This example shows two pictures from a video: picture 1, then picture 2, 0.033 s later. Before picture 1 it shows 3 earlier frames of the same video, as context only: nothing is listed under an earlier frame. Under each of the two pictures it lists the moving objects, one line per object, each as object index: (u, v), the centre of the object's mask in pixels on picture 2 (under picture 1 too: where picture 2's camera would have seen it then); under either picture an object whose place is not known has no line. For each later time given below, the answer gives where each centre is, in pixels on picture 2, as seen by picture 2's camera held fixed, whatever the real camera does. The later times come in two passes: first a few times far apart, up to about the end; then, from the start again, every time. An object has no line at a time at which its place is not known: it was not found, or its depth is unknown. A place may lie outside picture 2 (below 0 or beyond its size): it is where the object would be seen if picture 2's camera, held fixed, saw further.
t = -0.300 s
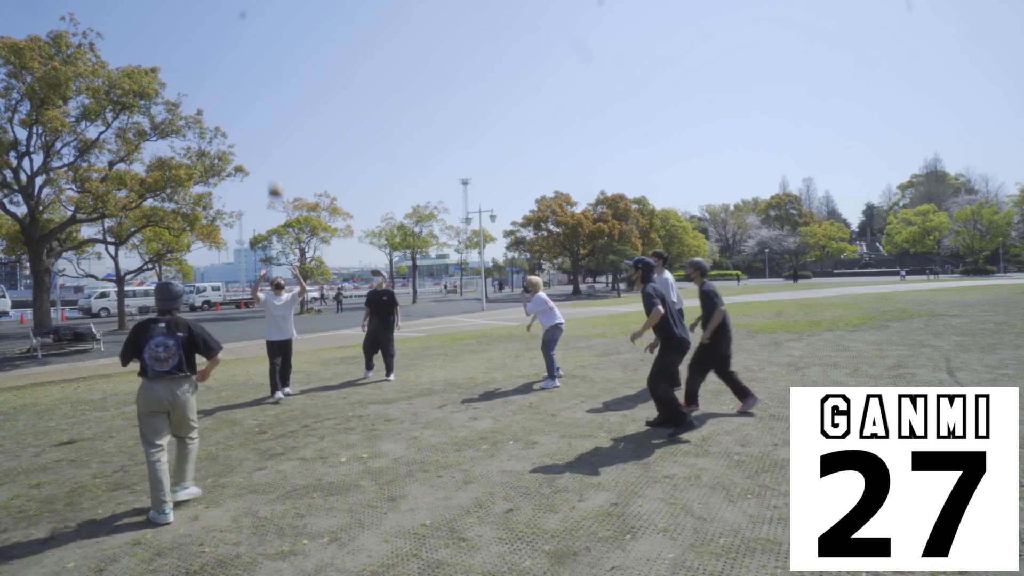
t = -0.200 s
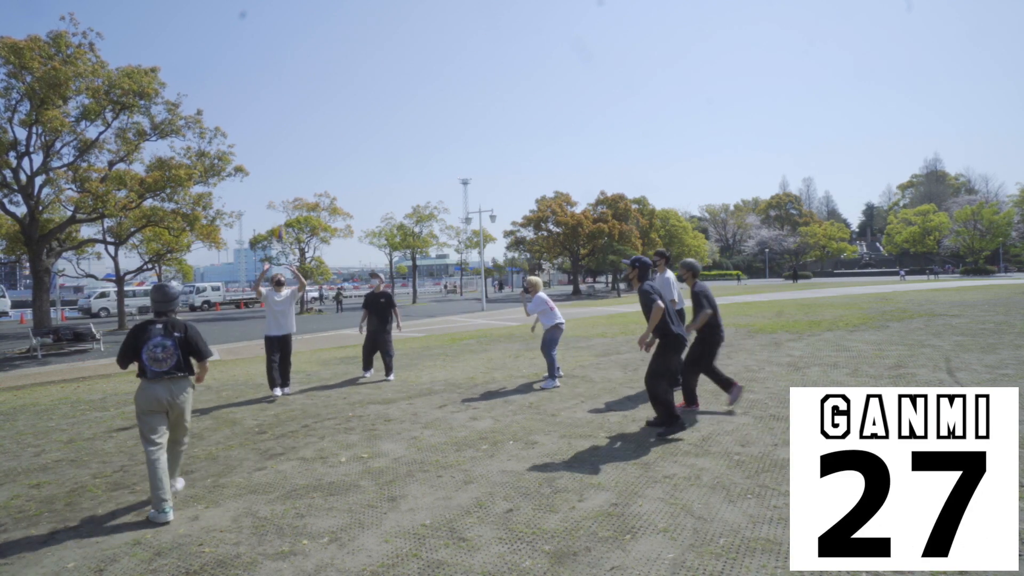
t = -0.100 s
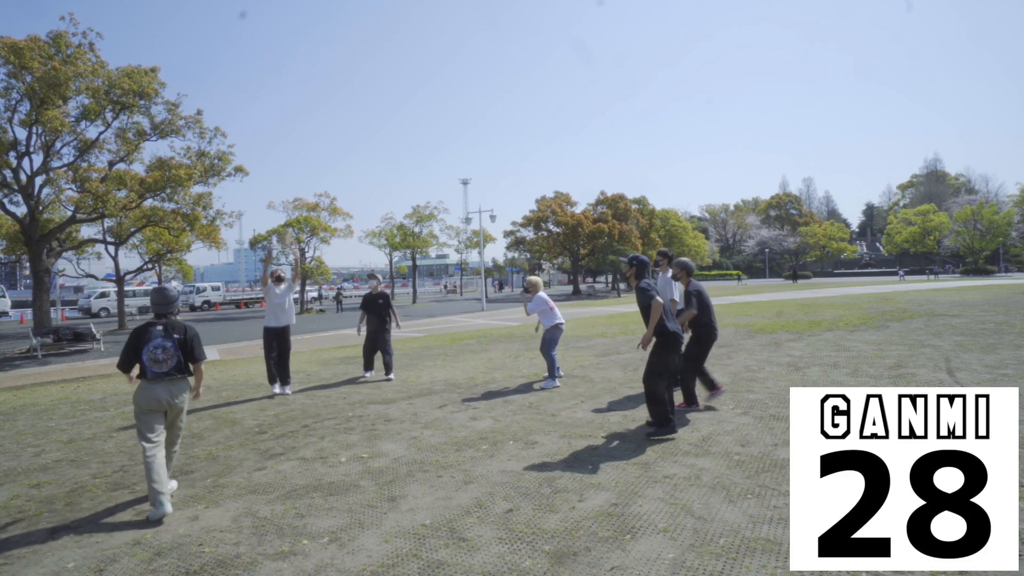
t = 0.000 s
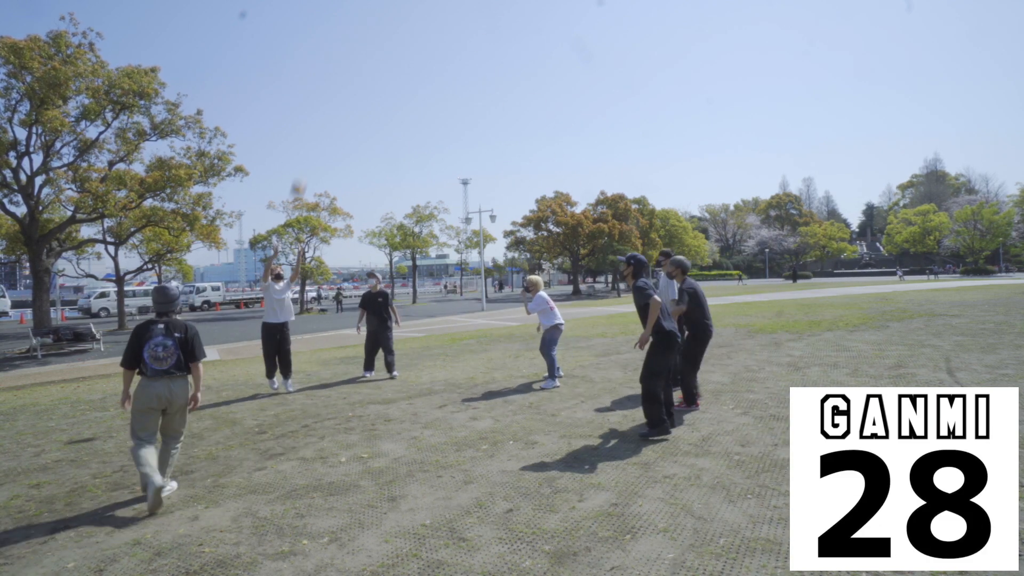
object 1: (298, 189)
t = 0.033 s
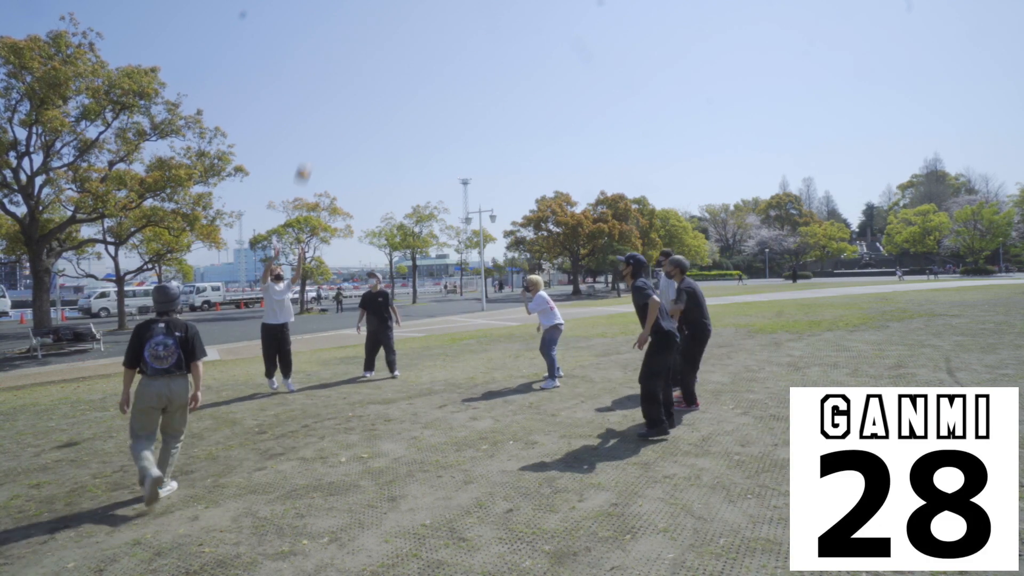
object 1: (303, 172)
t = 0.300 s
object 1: (343, 75)
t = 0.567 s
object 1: (387, 30)
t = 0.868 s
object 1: (442, 42)
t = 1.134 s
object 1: (493, 114)
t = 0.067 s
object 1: (308, 157)
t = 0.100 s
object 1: (313, 143)
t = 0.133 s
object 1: (318, 130)
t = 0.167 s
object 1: (323, 117)
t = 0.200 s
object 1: (328, 106)
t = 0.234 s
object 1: (333, 95)
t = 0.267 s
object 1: (338, 85)
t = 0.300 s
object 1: (343, 75)
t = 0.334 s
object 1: (349, 66)
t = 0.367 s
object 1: (354, 59)
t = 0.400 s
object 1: (359, 52)
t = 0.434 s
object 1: (365, 46)
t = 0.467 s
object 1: (370, 41)
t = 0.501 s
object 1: (376, 36)
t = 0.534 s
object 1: (381, 32)
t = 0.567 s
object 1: (387, 30)
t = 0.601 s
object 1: (393, 28)
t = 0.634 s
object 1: (399, 26)
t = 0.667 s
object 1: (405, 26)
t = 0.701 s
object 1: (411, 26)
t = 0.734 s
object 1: (417, 28)
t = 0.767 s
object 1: (423, 30)
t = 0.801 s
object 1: (429, 33)
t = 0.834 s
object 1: (436, 37)
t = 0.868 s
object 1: (442, 42)
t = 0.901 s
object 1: (448, 47)
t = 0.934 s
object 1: (454, 54)
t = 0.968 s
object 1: (461, 62)
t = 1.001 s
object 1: (467, 70)
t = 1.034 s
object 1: (473, 80)
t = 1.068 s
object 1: (480, 90)
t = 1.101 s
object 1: (486, 101)
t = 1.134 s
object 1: (493, 114)
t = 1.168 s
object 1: (500, 127)
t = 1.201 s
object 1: (507, 142)
